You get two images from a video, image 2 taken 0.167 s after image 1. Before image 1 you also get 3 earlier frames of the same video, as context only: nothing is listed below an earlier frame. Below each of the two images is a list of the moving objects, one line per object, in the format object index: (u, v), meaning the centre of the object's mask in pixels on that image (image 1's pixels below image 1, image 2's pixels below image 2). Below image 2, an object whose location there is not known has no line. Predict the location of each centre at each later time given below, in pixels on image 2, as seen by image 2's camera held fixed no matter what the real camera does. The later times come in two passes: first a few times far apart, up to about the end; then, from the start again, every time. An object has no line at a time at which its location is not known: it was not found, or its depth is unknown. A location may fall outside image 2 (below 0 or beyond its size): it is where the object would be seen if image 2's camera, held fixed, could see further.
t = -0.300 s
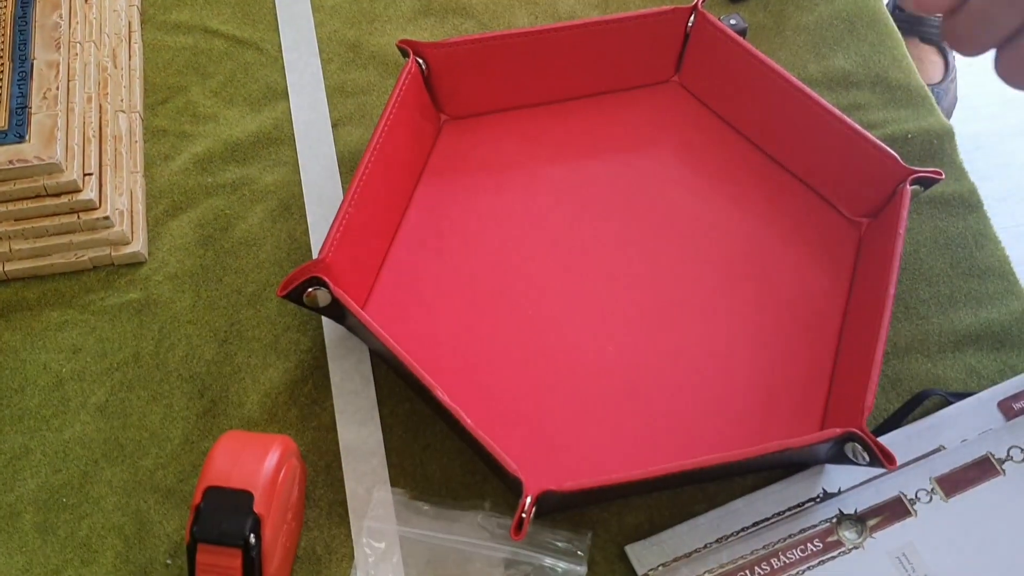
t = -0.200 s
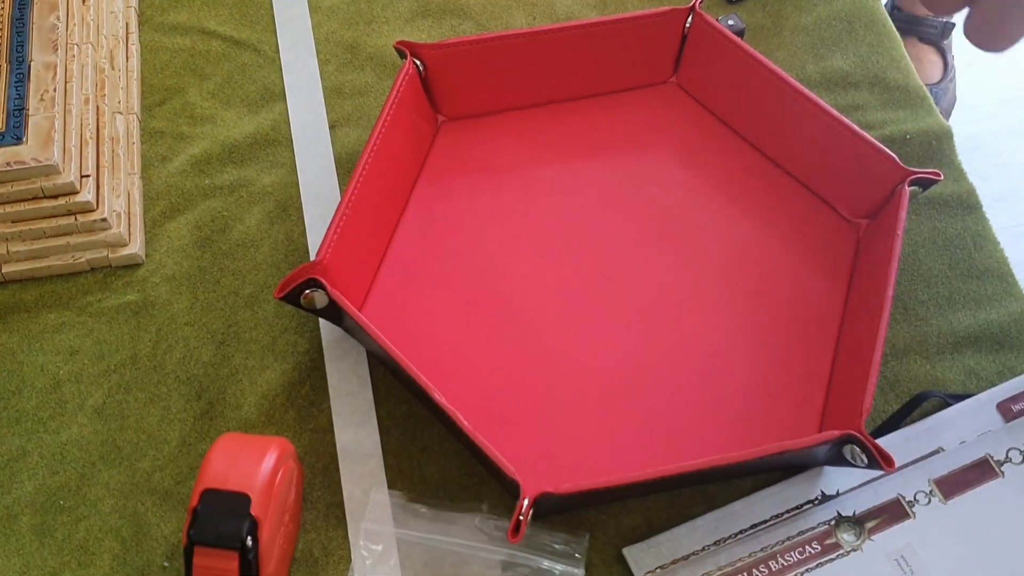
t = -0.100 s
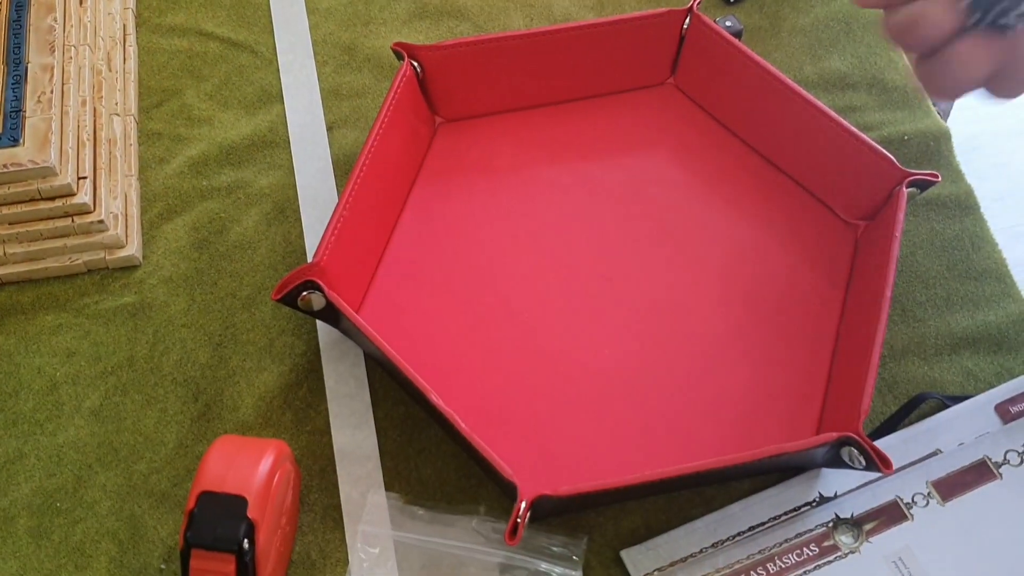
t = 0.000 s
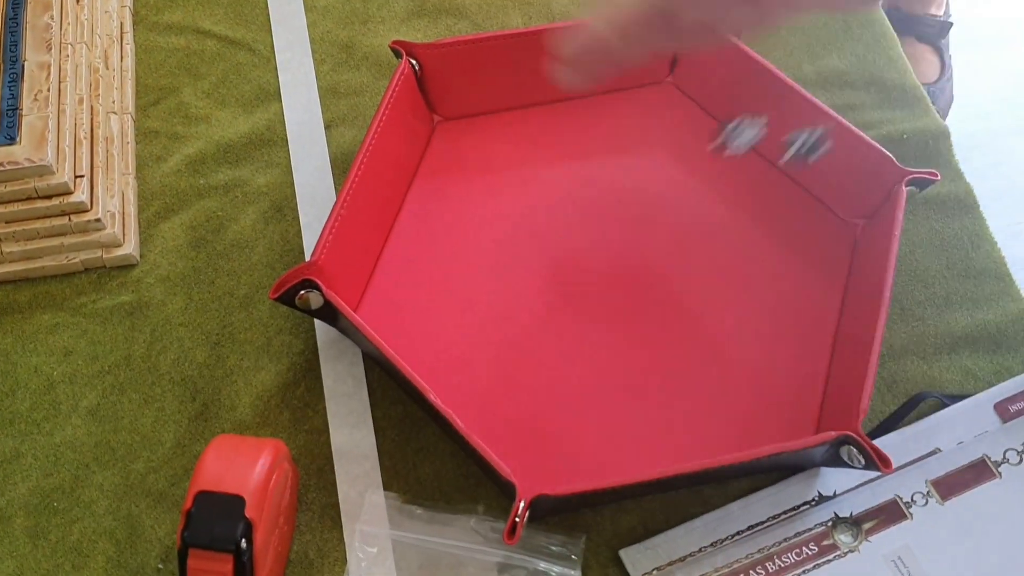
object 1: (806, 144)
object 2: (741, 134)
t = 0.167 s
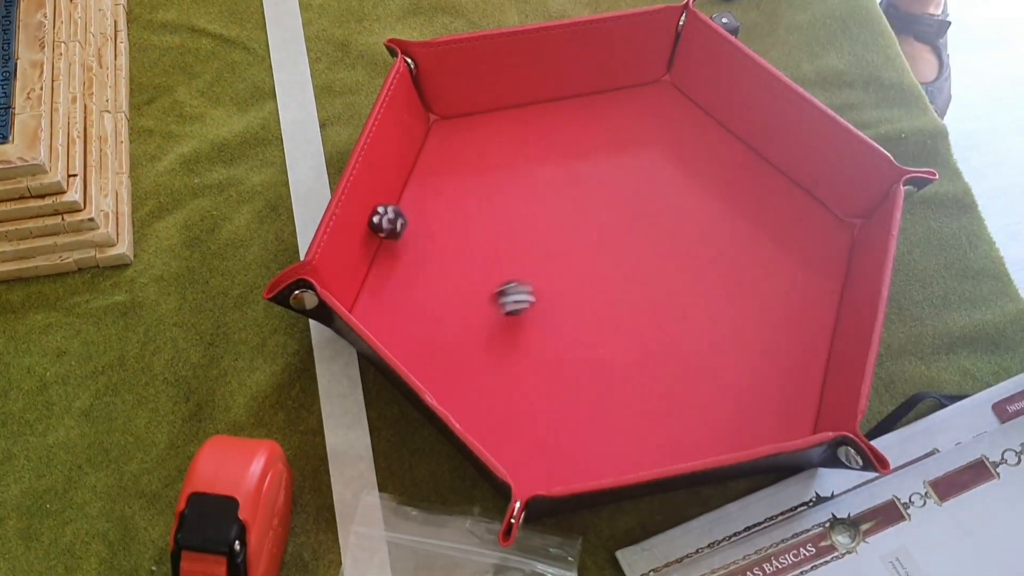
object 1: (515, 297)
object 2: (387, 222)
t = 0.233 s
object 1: (418, 331)
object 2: (415, 261)
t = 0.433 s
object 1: (427, 341)
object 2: (456, 304)
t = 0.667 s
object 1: (427, 340)
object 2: (476, 307)
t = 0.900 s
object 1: (427, 340)
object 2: (476, 307)
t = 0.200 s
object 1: (461, 316)
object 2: (398, 247)
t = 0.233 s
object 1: (418, 331)
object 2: (415, 261)
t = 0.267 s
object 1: (399, 341)
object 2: (430, 273)
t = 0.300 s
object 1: (408, 347)
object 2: (436, 283)
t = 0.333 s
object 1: (418, 345)
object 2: (443, 294)
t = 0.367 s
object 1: (426, 343)
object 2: (454, 296)
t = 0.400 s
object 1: (428, 341)
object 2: (457, 299)
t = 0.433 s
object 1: (427, 341)
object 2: (456, 304)
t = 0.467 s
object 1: (428, 340)
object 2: (458, 306)
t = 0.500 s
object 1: (427, 340)
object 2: (464, 305)
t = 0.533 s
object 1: (427, 340)
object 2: (474, 306)
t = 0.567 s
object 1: (427, 340)
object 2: (477, 308)
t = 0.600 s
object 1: (427, 340)
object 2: (476, 308)
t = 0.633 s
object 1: (427, 340)
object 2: (476, 307)
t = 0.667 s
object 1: (427, 340)
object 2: (476, 307)
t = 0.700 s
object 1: (427, 340)
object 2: (476, 307)
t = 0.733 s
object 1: (427, 340)
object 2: (476, 307)
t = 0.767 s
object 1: (427, 340)
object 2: (476, 307)
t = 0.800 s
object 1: (427, 340)
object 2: (476, 307)
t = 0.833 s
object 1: (427, 340)
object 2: (477, 307)
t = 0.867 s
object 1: (427, 340)
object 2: (476, 307)
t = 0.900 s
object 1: (427, 340)
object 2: (476, 307)
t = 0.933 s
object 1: (427, 339)
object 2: (476, 307)
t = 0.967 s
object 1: (427, 339)
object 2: (477, 307)
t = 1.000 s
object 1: (427, 339)
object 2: (477, 307)
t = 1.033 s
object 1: (427, 339)
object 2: (477, 307)
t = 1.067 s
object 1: (427, 339)
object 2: (477, 307)
